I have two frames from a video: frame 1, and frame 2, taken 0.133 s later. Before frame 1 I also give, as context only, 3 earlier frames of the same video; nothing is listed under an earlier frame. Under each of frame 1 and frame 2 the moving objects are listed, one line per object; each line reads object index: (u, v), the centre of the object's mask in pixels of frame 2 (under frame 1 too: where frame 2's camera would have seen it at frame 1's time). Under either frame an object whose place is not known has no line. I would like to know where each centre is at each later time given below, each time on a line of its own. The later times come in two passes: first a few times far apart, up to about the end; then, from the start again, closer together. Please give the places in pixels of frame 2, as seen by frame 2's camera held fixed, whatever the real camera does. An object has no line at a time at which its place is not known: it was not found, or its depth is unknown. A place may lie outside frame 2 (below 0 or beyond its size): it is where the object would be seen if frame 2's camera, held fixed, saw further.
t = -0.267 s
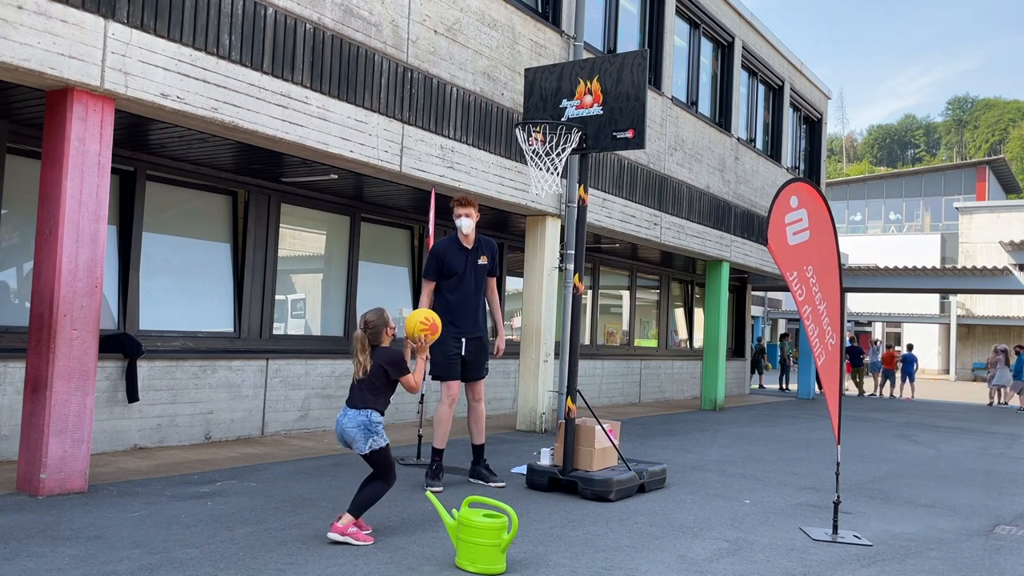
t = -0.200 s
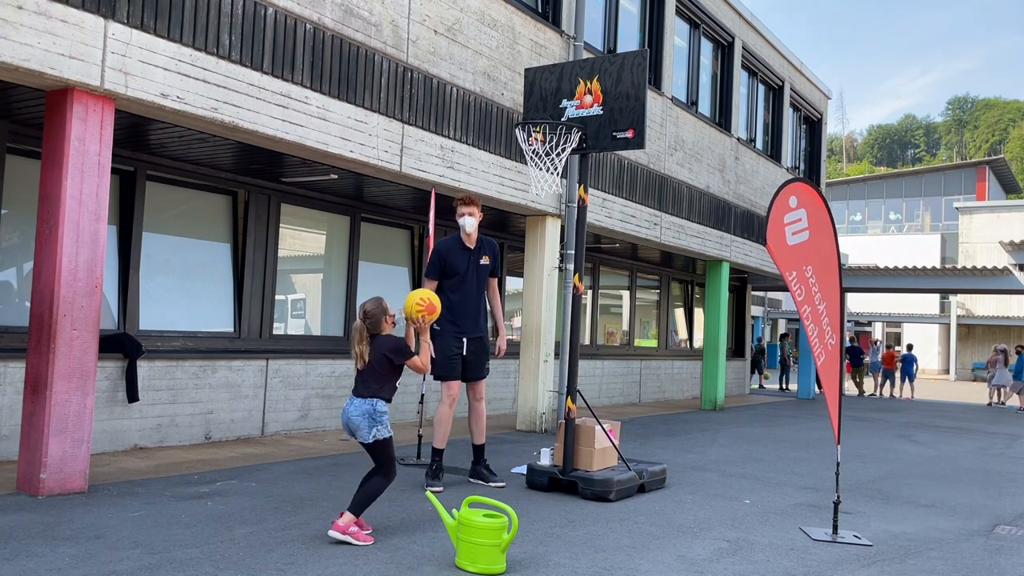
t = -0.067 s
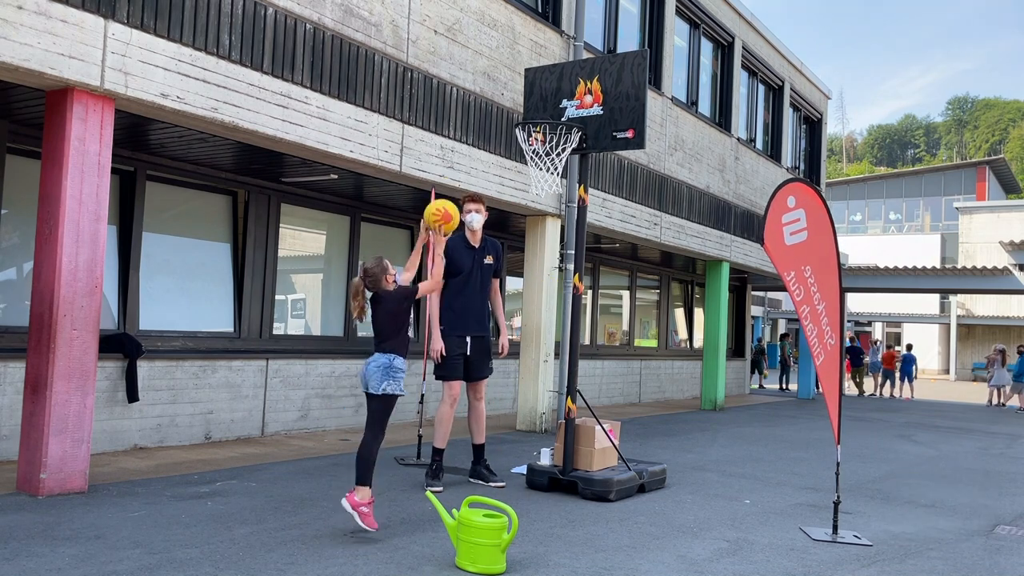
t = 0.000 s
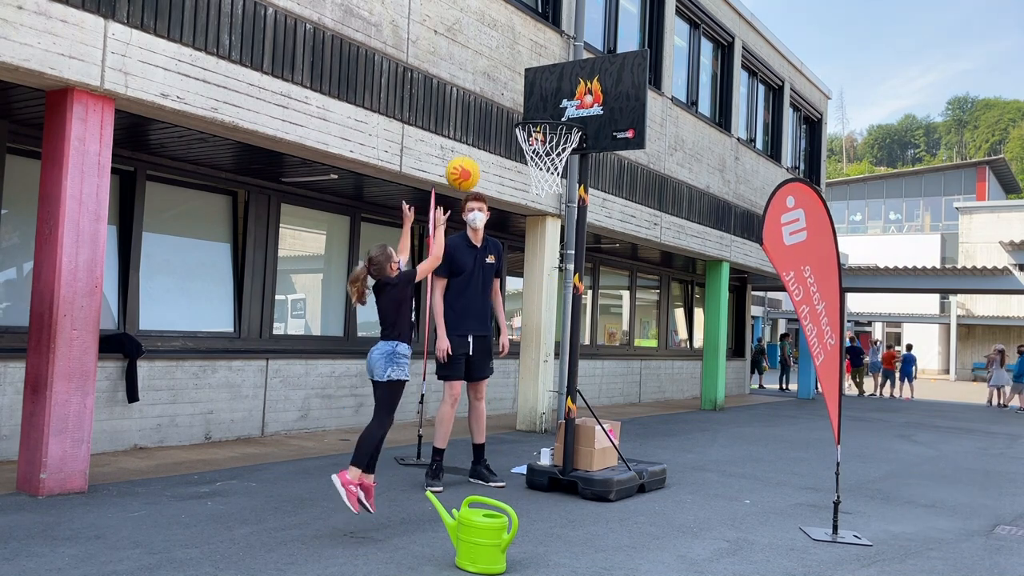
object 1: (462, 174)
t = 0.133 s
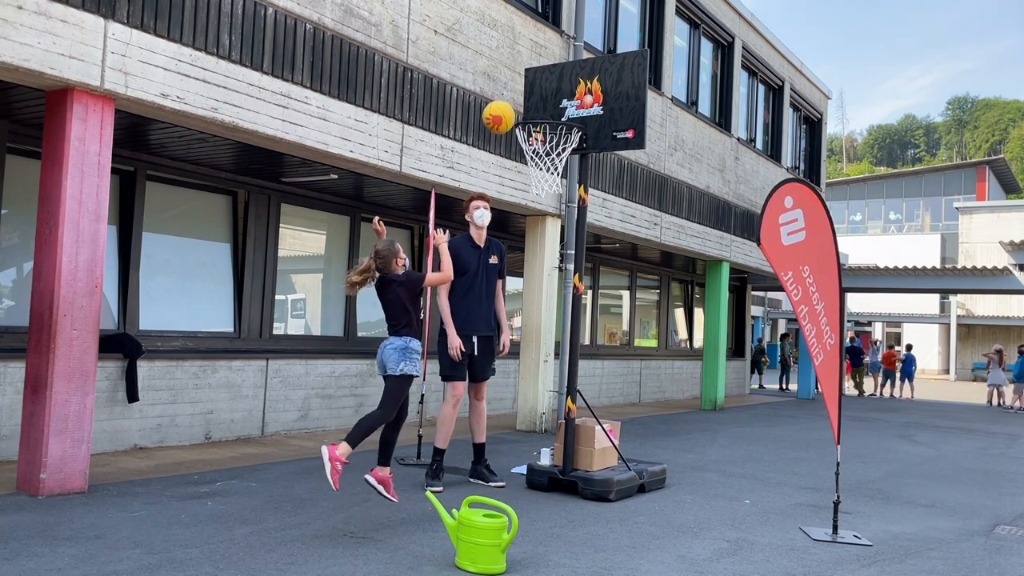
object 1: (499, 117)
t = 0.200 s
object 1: (514, 101)
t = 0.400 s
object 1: (553, 93)
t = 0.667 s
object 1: (536, 108)
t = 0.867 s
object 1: (561, 98)
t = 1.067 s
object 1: (584, 125)
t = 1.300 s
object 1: (608, 243)
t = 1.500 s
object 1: (628, 428)
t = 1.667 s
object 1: (653, 478)
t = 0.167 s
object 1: (507, 108)
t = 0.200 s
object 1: (514, 101)
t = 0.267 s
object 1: (529, 92)
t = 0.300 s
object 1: (535, 90)
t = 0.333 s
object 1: (541, 89)
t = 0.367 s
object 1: (547, 91)
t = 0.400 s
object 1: (553, 93)
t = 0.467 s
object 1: (556, 99)
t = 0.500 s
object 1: (549, 101)
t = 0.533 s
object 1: (542, 104)
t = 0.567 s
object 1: (536, 108)
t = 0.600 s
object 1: (528, 112)
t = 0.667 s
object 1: (536, 108)
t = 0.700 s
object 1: (540, 106)
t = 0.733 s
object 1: (545, 106)
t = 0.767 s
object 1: (549, 106)
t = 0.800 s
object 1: (553, 103)
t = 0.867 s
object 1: (561, 98)
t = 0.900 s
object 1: (565, 98)
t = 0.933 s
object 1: (568, 100)
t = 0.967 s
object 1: (572, 104)
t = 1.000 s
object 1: (576, 109)
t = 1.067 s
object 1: (584, 125)
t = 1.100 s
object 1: (588, 136)
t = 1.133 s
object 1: (592, 149)
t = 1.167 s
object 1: (595, 163)
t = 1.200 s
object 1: (598, 180)
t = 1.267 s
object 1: (605, 220)
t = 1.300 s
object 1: (608, 243)
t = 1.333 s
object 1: (612, 268)
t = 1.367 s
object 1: (615, 295)
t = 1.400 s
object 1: (618, 325)
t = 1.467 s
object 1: (625, 390)
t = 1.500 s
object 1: (628, 428)
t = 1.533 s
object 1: (631, 468)
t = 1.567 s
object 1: (633, 511)
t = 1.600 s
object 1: (637, 540)
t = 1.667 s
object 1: (653, 478)
